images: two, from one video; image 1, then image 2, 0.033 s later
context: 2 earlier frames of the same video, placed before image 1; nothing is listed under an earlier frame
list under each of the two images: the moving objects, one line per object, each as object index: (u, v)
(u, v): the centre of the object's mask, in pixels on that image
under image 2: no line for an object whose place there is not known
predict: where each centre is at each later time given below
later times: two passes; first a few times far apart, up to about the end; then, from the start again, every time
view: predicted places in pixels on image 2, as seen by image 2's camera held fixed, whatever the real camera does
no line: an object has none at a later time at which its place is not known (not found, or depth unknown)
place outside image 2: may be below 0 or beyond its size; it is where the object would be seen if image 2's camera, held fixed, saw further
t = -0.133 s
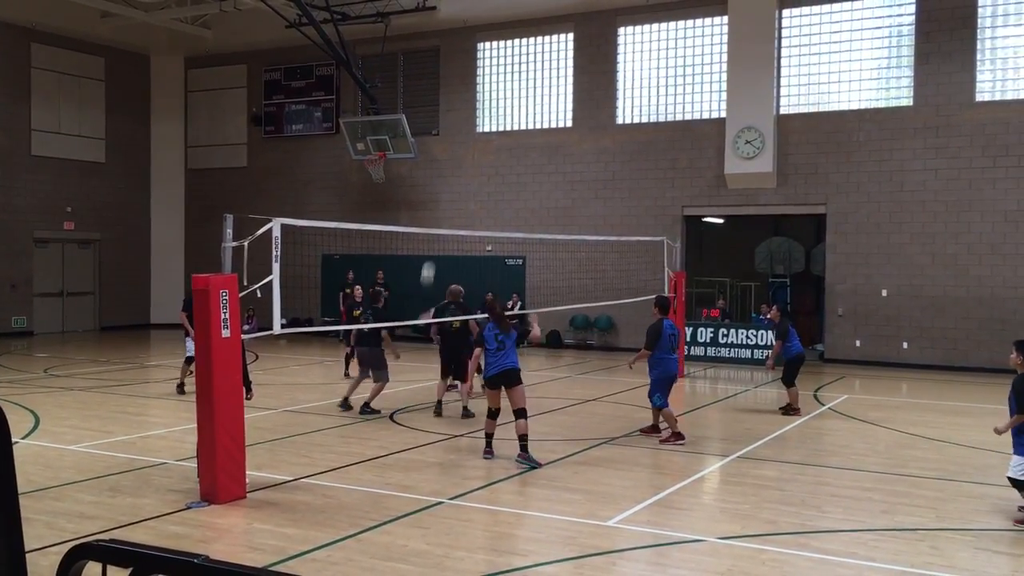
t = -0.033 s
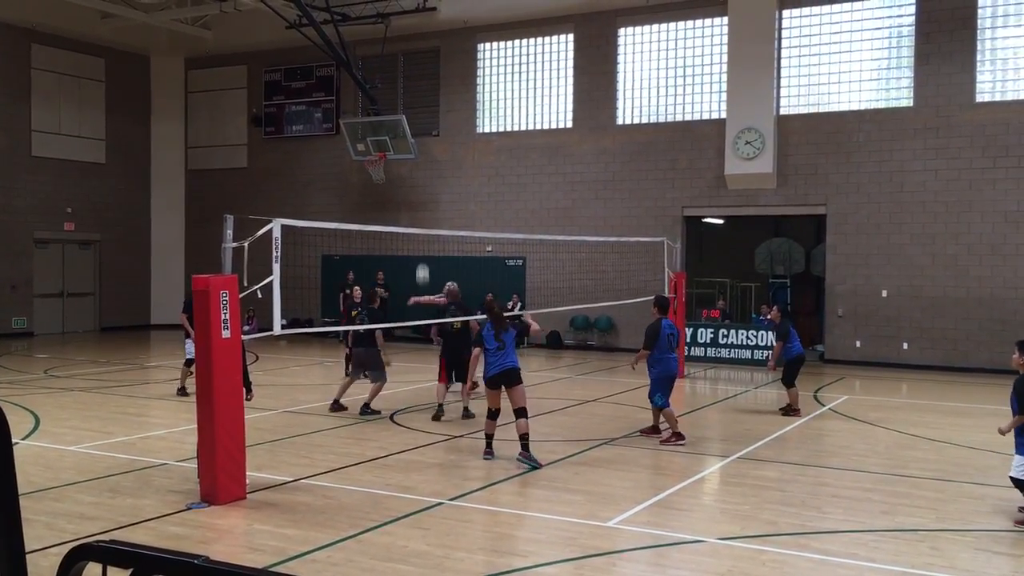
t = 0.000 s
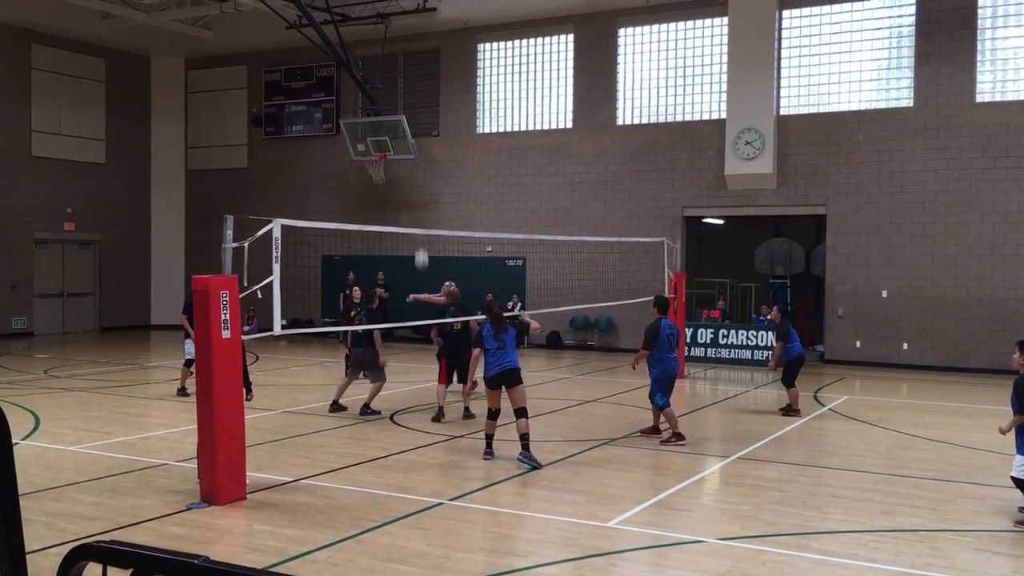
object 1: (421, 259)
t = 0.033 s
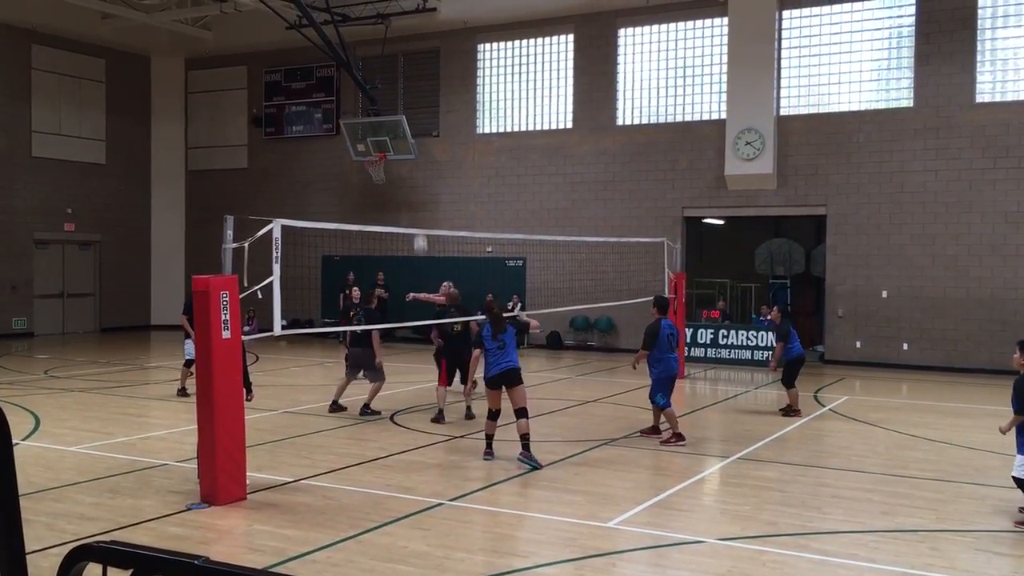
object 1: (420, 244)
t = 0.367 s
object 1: (410, 130)
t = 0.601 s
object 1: (403, 91)
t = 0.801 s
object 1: (396, 88)
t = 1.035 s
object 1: (388, 120)
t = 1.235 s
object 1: (381, 180)
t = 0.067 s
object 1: (420, 225)
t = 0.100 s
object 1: (418, 215)
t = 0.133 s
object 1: (417, 202)
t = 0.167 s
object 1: (416, 190)
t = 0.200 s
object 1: (415, 177)
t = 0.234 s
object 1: (414, 168)
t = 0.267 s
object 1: (413, 156)
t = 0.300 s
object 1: (412, 147)
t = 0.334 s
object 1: (411, 137)
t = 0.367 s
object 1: (410, 130)
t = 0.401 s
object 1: (409, 121)
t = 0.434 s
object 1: (408, 114)
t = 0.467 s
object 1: (406, 108)
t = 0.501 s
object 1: (406, 103)
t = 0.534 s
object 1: (405, 98)
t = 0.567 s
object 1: (404, 94)
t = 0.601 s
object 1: (403, 91)
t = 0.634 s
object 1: (402, 89)
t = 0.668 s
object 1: (401, 87)
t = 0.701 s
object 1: (399, 86)
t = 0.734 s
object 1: (398, 86)
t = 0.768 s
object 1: (397, 86)
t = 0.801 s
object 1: (396, 88)
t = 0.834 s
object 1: (395, 90)
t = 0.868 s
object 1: (394, 93)
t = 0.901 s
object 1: (393, 96)
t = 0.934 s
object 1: (392, 101)
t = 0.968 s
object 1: (390, 106)
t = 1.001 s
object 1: (389, 112)
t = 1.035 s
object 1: (388, 120)
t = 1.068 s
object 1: (387, 127)
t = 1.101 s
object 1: (386, 136)
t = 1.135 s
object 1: (384, 145)
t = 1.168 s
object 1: (383, 156)
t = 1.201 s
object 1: (382, 168)
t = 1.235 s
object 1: (381, 180)
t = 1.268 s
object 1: (379, 193)
